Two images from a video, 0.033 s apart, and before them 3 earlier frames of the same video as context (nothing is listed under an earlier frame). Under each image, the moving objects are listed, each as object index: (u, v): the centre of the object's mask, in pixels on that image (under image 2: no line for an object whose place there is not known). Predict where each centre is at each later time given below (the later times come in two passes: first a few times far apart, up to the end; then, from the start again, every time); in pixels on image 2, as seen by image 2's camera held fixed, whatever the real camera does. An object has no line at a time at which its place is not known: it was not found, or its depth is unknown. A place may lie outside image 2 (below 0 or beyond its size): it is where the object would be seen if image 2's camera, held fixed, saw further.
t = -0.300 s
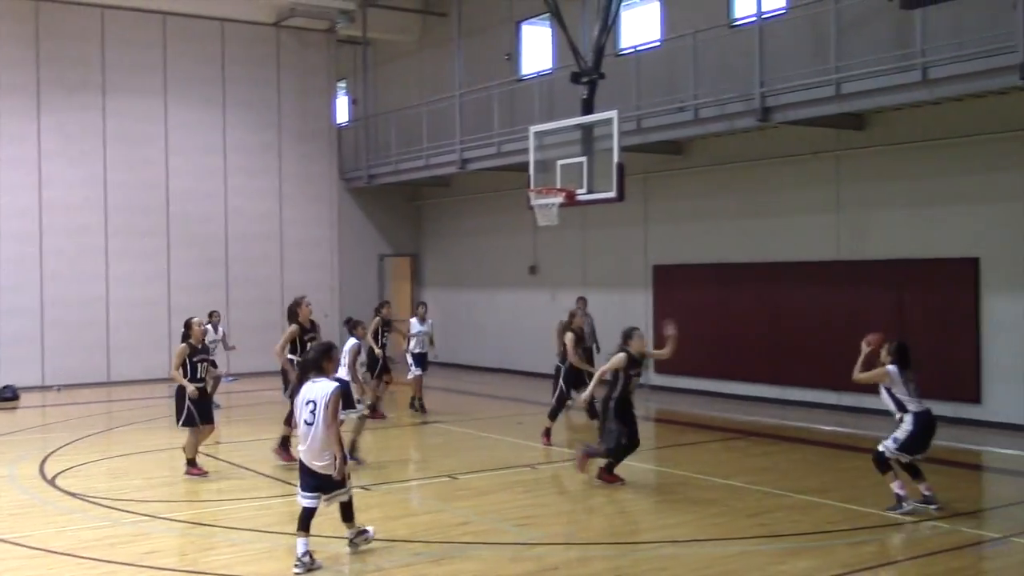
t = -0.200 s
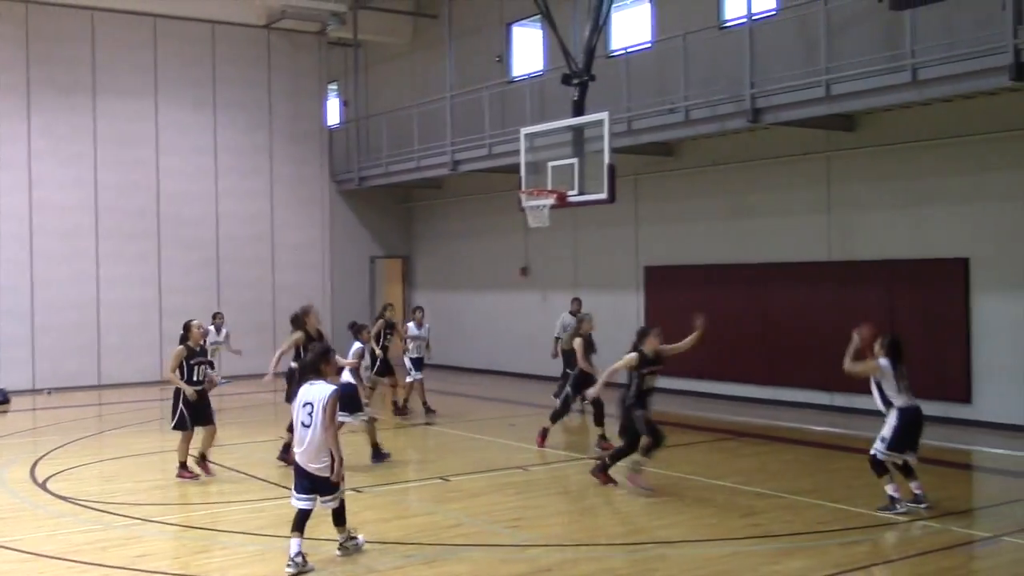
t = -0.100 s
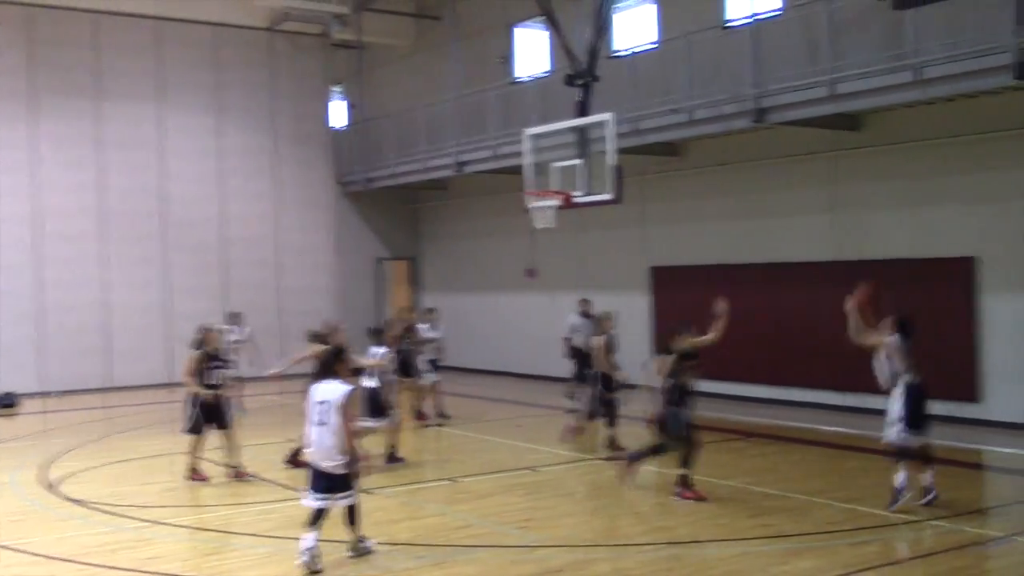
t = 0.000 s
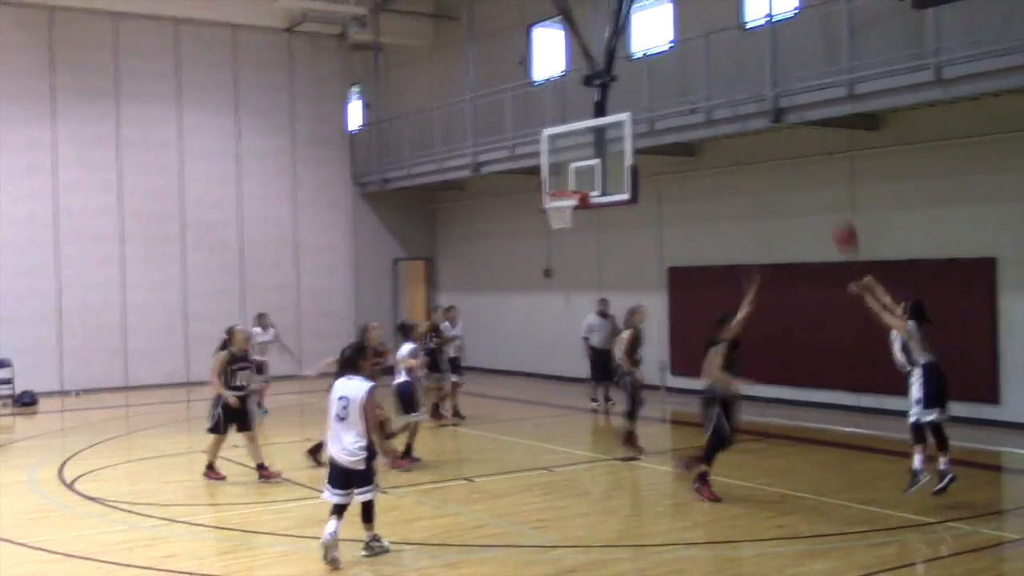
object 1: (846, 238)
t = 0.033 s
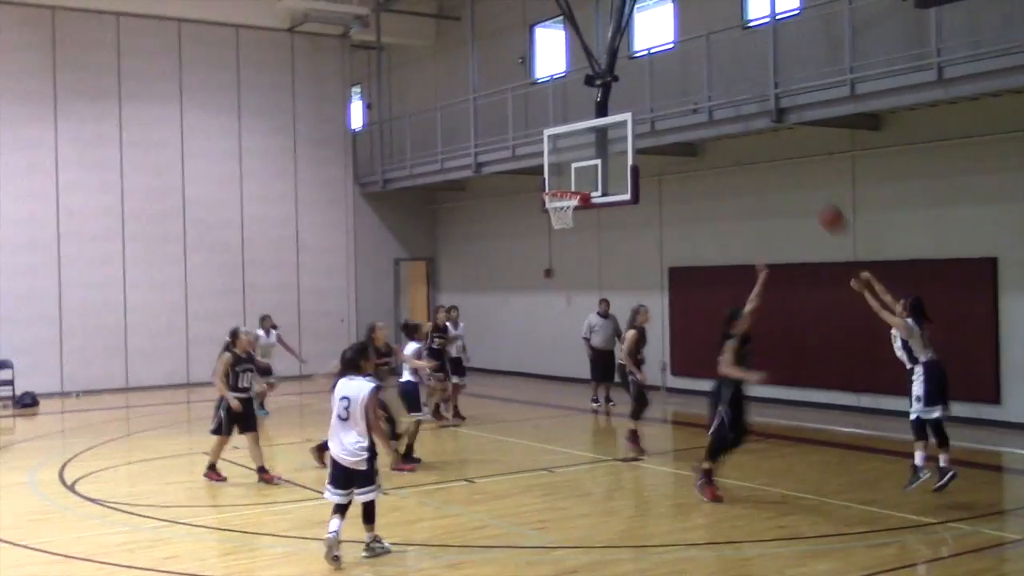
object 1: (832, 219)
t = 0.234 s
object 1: (758, 140)
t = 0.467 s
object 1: (683, 106)
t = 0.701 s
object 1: (621, 121)
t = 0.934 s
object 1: (570, 176)
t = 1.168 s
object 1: (552, 145)
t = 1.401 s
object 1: (537, 136)
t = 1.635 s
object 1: (524, 174)
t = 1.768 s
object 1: (515, 218)
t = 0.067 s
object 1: (821, 203)
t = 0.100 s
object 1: (807, 186)
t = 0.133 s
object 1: (794, 172)
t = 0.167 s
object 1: (782, 160)
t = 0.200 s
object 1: (770, 150)
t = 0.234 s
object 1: (758, 140)
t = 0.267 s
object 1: (748, 131)
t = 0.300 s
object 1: (734, 125)
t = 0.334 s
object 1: (723, 117)
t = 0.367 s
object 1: (713, 113)
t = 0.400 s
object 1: (703, 109)
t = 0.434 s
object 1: (693, 106)
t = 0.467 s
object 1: (683, 106)
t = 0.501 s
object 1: (673, 104)
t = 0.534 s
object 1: (664, 105)
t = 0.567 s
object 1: (655, 106)
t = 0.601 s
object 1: (646, 108)
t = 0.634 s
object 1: (638, 112)
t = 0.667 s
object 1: (630, 115)
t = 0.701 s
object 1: (621, 121)
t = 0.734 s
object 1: (614, 126)
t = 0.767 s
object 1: (605, 134)
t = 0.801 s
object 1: (600, 139)
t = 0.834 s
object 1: (592, 148)
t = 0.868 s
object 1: (584, 156)
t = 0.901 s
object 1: (577, 166)
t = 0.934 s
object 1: (570, 176)
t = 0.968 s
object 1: (565, 183)
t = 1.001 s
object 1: (562, 175)
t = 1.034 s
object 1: (561, 169)
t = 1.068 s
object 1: (560, 163)
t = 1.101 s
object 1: (557, 155)
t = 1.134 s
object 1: (554, 149)
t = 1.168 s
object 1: (552, 145)
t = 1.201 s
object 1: (550, 140)
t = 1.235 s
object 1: (547, 137)
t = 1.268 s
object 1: (545, 135)
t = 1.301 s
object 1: (543, 134)
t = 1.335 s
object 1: (541, 134)
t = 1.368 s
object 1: (539, 134)
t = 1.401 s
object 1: (537, 136)
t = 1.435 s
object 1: (536, 138)
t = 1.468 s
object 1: (534, 141)
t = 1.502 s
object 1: (532, 146)
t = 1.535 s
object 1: (530, 150)
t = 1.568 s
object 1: (529, 156)
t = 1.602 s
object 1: (527, 166)
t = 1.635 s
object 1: (524, 174)
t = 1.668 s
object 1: (521, 183)
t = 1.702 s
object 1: (519, 193)
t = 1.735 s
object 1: (517, 205)
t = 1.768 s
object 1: (515, 218)
